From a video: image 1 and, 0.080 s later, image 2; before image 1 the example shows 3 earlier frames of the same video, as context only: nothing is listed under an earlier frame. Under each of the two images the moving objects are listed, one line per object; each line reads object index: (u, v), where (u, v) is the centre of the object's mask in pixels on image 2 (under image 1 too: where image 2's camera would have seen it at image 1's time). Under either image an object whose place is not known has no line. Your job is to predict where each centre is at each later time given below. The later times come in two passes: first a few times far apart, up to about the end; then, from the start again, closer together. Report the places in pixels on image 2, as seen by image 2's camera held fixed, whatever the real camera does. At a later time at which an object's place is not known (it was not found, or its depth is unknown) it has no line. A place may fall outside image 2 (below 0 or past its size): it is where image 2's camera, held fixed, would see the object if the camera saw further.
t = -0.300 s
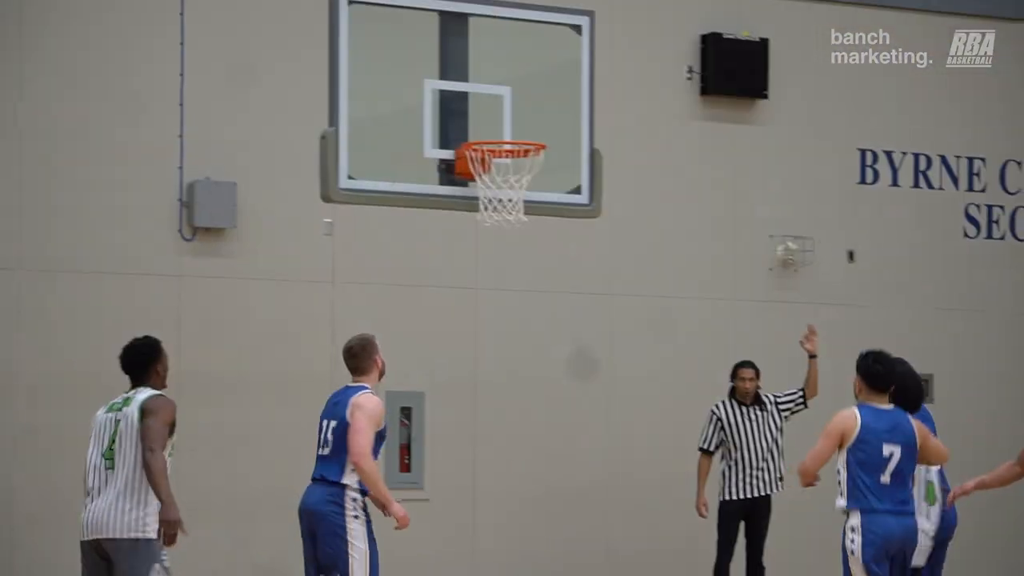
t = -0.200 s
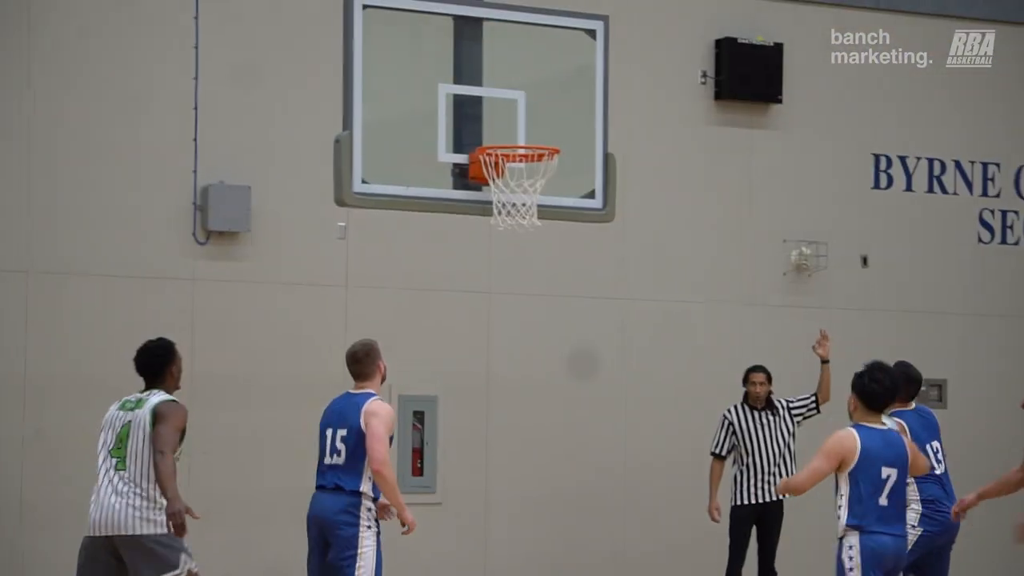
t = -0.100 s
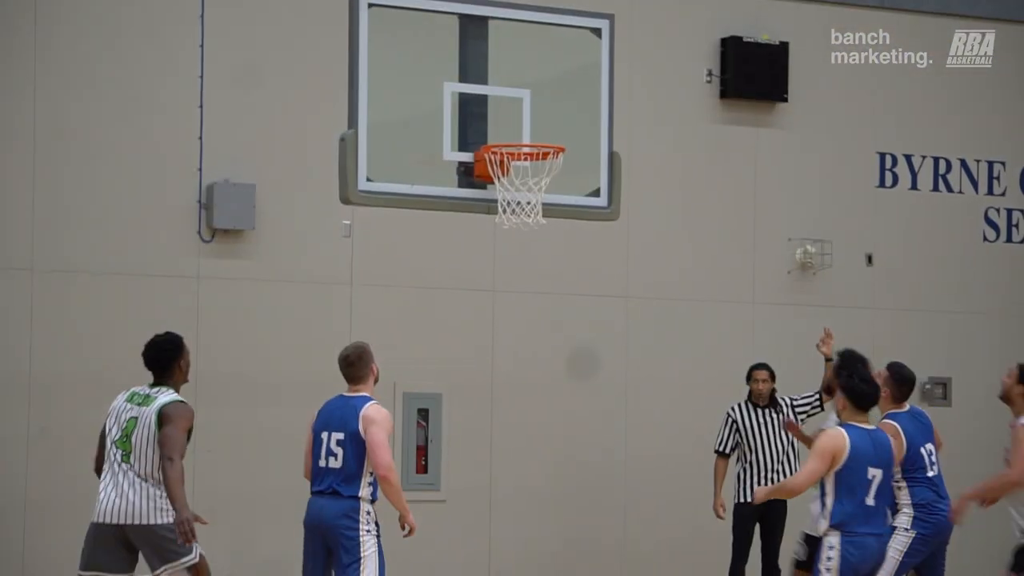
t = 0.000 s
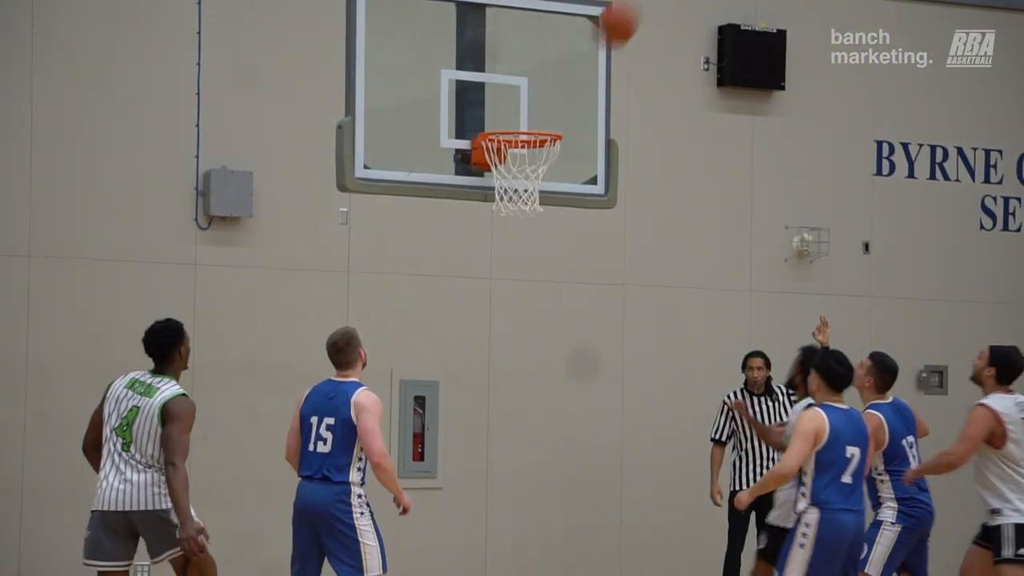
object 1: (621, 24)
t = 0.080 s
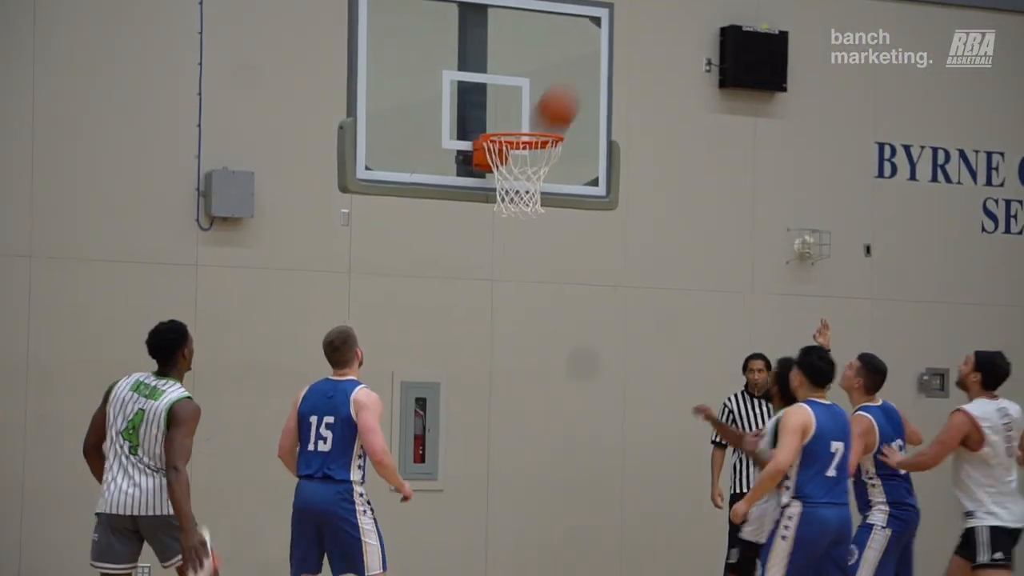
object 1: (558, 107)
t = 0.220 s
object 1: (479, 177)
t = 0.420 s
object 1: (459, 180)
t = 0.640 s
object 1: (477, 239)
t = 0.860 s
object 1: (494, 384)
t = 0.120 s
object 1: (528, 147)
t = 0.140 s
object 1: (511, 164)
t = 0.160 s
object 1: (496, 174)
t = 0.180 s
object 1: (489, 173)
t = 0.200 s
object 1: (482, 180)
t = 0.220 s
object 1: (479, 177)
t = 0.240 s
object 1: (475, 173)
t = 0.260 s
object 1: (471, 171)
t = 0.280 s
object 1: (467, 172)
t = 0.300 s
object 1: (463, 172)
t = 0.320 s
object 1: (459, 174)
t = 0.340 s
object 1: (455, 176)
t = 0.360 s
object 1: (454, 178)
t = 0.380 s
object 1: (456, 178)
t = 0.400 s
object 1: (457, 179)
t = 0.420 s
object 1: (459, 180)
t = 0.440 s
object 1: (461, 182)
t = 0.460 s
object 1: (463, 185)
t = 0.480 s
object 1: (464, 188)
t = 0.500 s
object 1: (466, 192)
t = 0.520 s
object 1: (468, 197)
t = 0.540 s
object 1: (469, 202)
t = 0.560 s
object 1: (471, 208)
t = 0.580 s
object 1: (472, 214)
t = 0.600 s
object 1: (474, 222)
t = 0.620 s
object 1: (476, 230)
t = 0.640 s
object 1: (477, 239)
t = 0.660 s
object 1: (479, 249)
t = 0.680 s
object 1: (481, 259)
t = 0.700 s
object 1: (483, 270)
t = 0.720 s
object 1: (484, 282)
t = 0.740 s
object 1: (486, 294)
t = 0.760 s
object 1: (487, 307)
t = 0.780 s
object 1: (488, 321)
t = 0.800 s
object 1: (490, 335)
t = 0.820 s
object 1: (492, 351)
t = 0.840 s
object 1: (493, 367)
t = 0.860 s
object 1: (494, 384)
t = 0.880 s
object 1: (495, 402)
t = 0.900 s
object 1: (497, 419)
